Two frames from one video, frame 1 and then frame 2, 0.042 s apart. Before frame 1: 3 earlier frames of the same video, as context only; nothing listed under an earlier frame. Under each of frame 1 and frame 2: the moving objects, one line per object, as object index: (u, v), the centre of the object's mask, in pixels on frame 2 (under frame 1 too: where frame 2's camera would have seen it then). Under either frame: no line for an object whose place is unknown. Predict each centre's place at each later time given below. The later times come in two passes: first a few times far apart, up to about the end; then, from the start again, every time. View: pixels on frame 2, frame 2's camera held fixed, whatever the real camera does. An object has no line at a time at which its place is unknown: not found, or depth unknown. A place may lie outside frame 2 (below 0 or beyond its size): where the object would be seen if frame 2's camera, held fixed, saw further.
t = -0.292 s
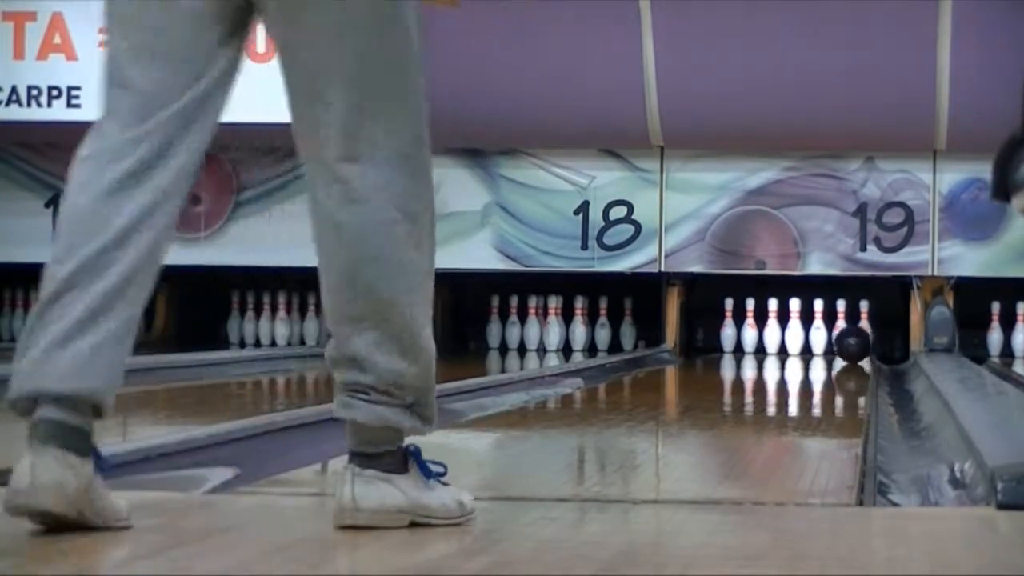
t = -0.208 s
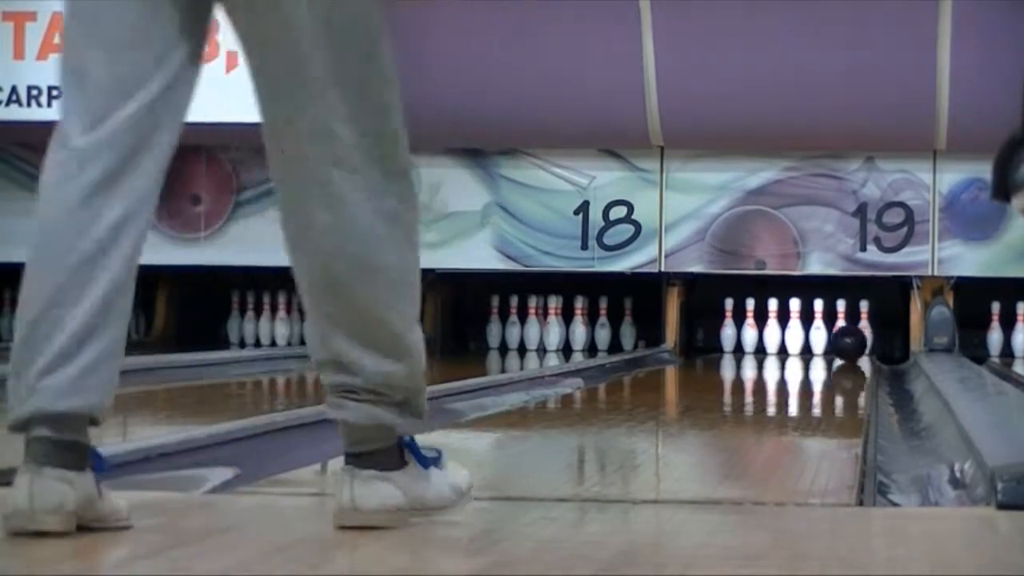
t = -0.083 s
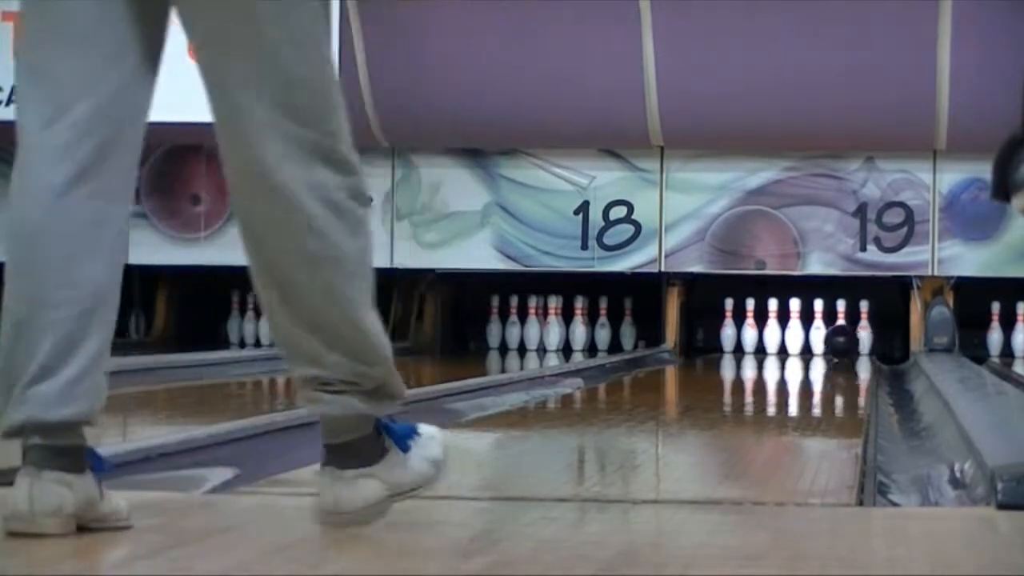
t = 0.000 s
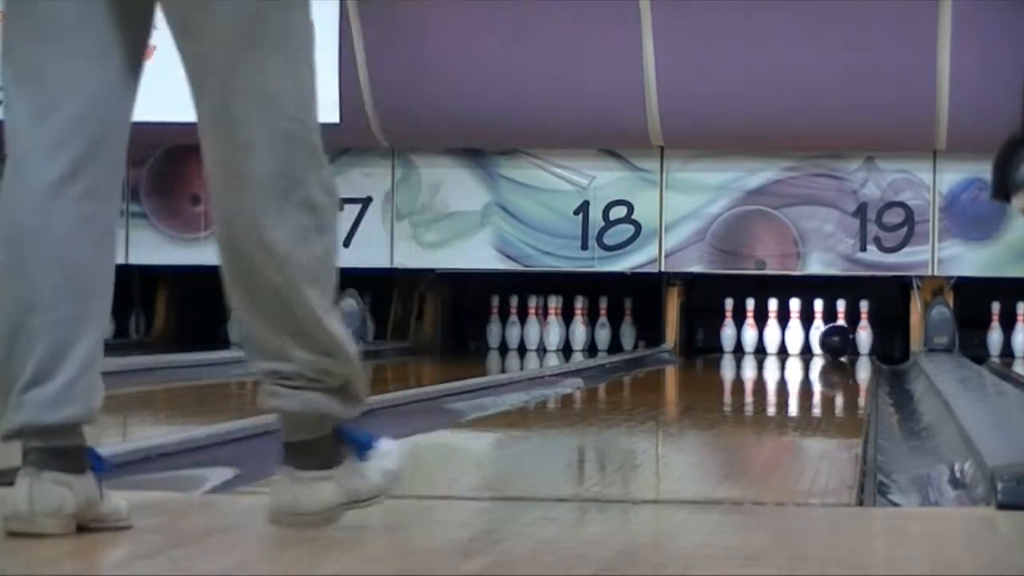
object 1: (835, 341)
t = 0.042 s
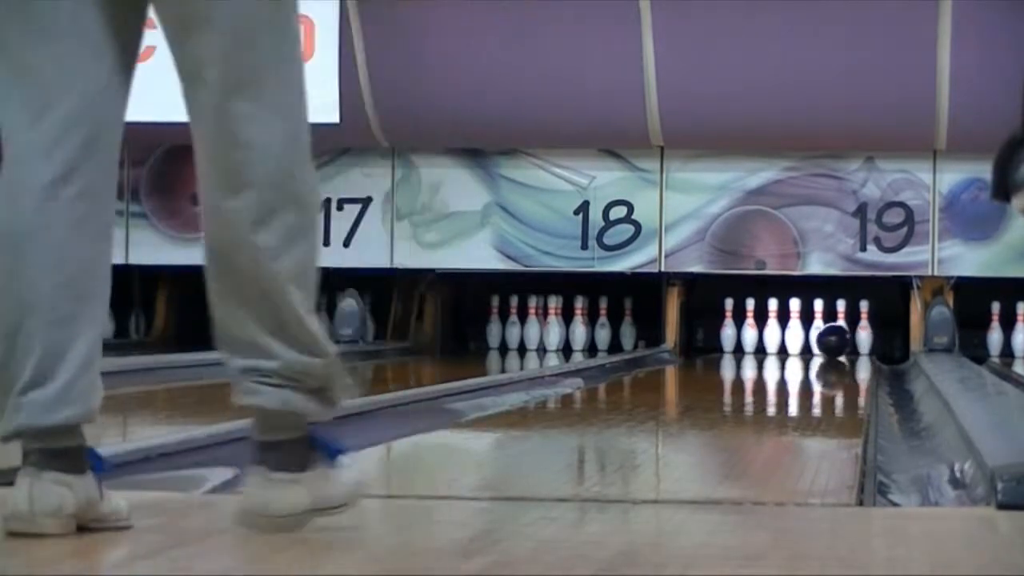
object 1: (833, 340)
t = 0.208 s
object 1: (821, 340)
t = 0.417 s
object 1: (816, 340)
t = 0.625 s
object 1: (814, 344)
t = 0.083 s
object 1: (831, 340)
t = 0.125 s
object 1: (827, 341)
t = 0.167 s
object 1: (823, 340)
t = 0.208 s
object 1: (821, 340)
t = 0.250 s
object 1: (818, 340)
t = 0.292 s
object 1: (818, 340)
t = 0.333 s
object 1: (819, 340)
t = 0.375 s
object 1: (819, 340)
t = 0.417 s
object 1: (816, 340)
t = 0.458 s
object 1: (811, 339)
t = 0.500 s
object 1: (813, 338)
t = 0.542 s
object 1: (814, 340)
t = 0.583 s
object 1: (816, 340)
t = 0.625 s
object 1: (814, 344)
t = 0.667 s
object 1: (821, 341)
